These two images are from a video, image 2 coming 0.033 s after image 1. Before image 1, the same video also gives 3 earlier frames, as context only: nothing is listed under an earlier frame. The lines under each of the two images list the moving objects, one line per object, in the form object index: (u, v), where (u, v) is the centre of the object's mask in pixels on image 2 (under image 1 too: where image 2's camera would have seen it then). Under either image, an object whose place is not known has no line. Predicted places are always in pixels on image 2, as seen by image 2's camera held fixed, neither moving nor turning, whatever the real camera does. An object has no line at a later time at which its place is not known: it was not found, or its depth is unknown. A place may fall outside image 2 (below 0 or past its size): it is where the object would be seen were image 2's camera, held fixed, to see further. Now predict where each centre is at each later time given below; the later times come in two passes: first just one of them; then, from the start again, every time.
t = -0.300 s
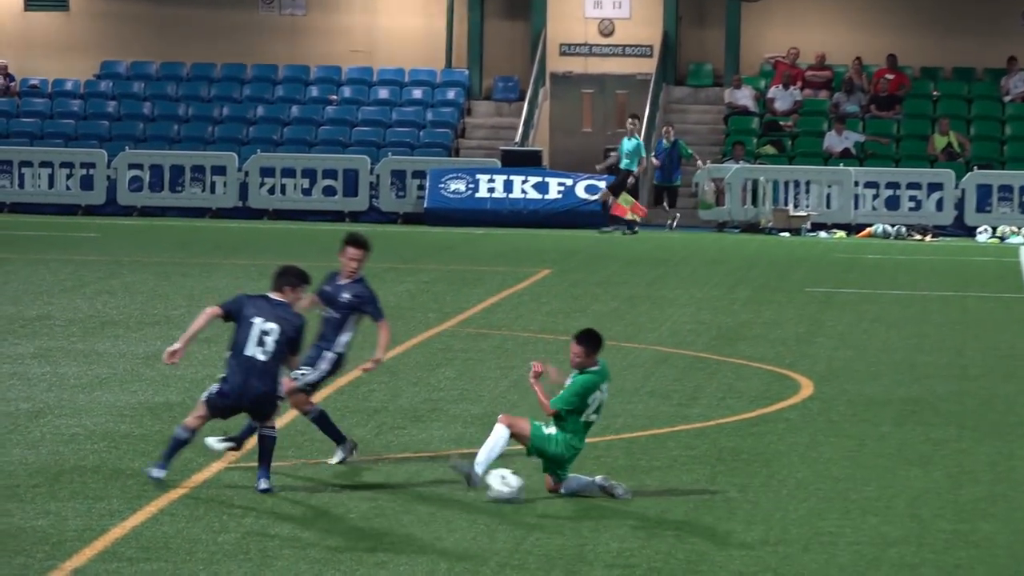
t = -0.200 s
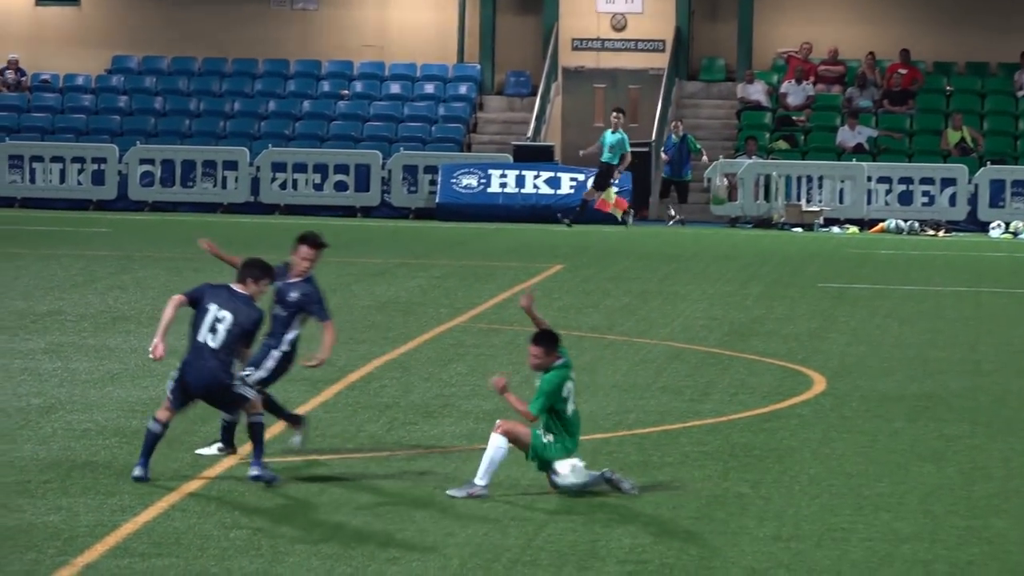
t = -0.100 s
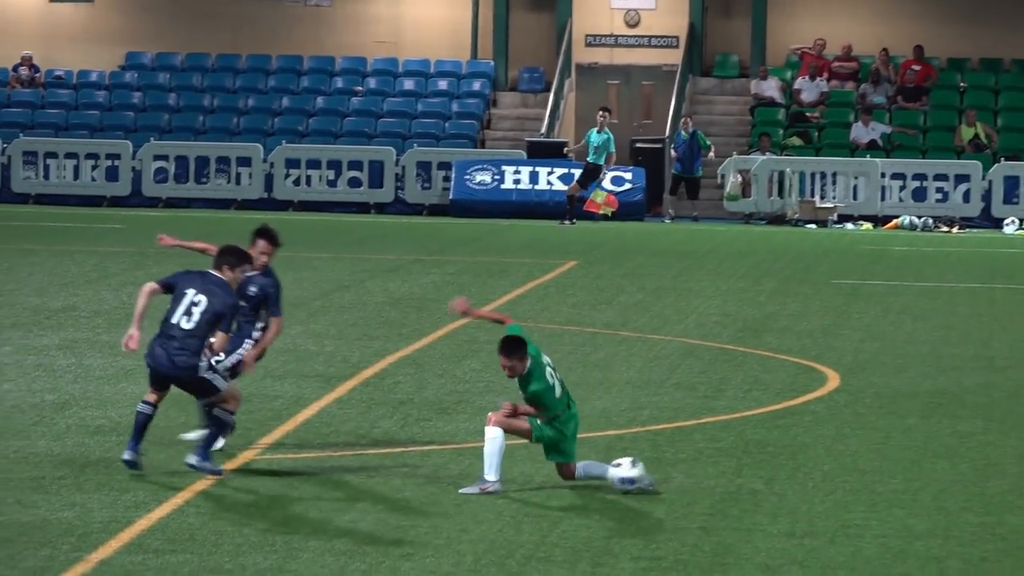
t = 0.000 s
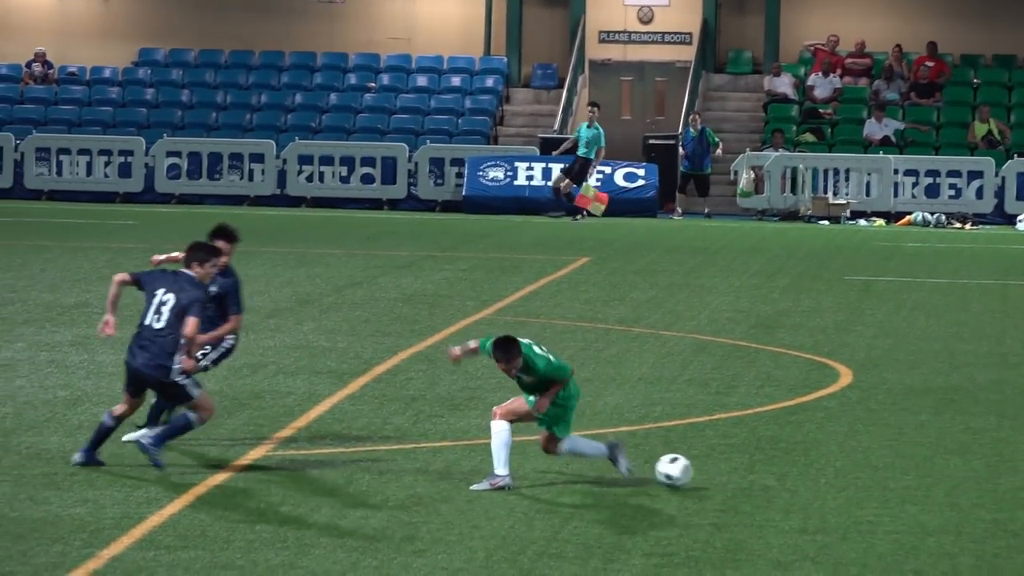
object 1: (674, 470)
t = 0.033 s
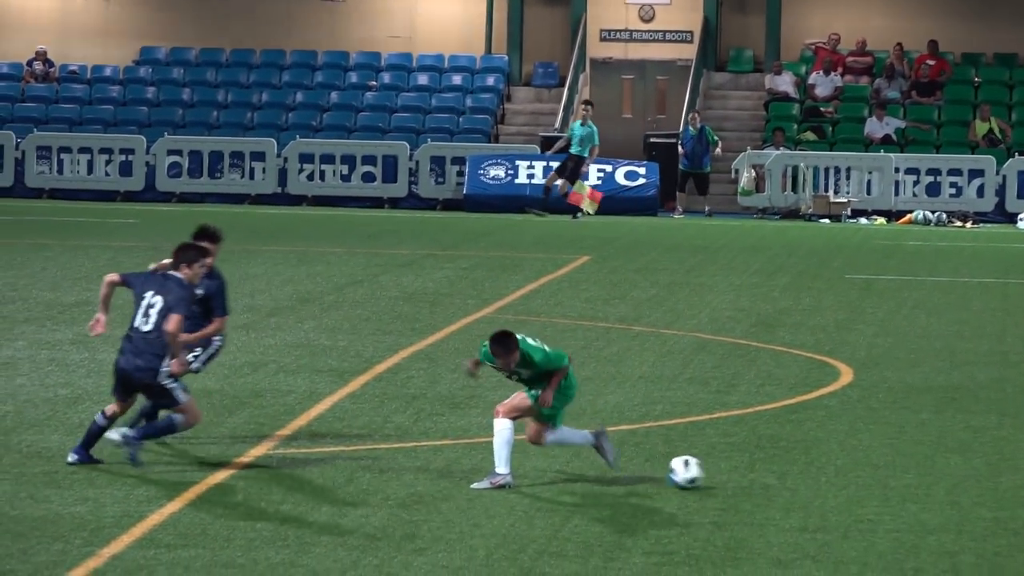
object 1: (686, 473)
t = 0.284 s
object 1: (740, 471)
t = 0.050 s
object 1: (690, 472)
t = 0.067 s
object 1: (695, 471)
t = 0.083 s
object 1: (699, 470)
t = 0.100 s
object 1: (703, 469)
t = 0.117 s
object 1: (708, 469)
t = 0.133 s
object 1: (712, 469)
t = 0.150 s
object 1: (716, 469)
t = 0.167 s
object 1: (719, 470)
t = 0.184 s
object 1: (724, 472)
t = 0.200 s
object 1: (728, 473)
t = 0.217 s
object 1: (730, 473)
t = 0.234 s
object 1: (733, 472)
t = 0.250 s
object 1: (736, 471)
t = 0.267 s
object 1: (738, 471)
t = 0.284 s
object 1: (740, 471)
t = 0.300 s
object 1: (743, 472)
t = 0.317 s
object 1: (746, 473)
